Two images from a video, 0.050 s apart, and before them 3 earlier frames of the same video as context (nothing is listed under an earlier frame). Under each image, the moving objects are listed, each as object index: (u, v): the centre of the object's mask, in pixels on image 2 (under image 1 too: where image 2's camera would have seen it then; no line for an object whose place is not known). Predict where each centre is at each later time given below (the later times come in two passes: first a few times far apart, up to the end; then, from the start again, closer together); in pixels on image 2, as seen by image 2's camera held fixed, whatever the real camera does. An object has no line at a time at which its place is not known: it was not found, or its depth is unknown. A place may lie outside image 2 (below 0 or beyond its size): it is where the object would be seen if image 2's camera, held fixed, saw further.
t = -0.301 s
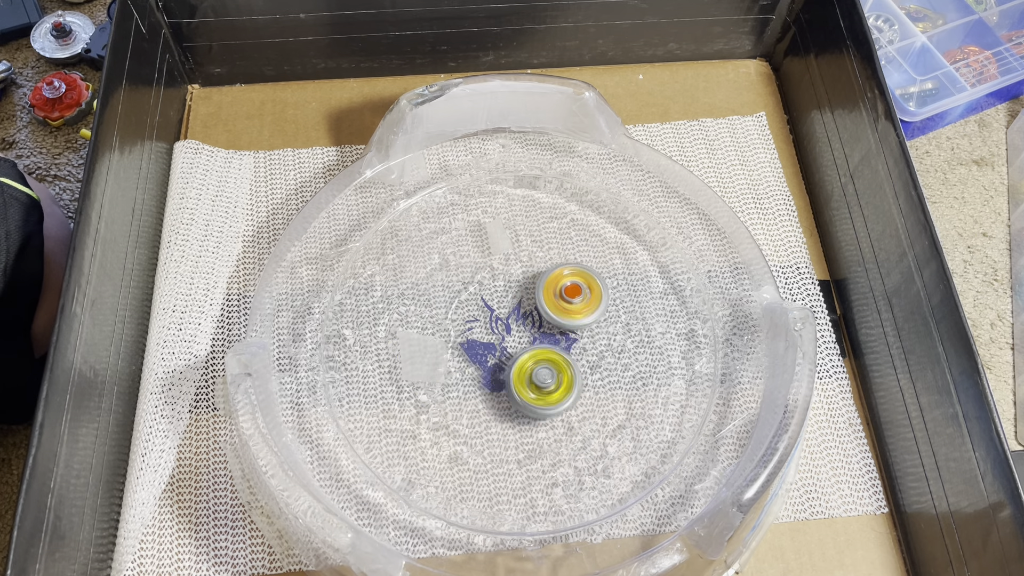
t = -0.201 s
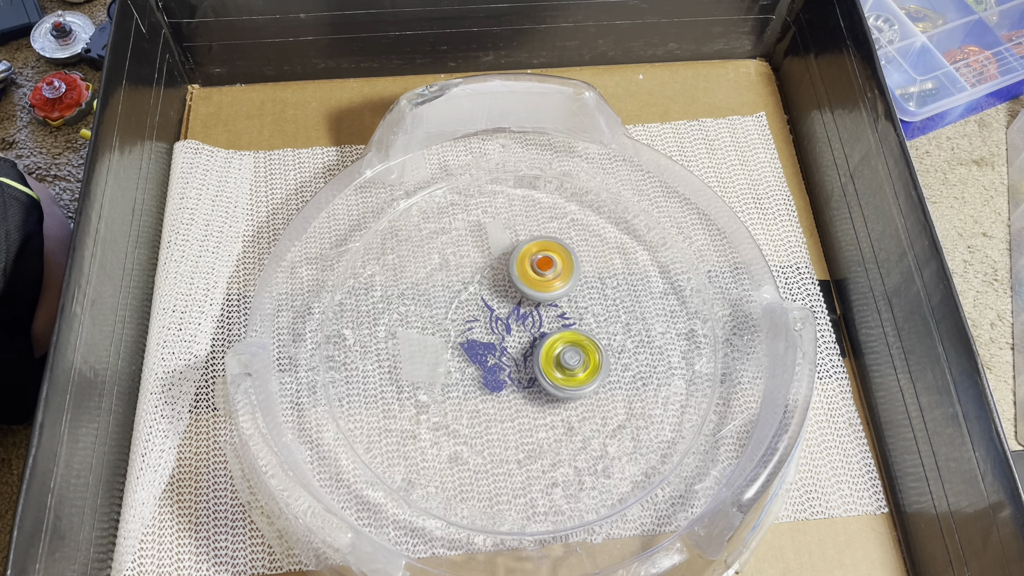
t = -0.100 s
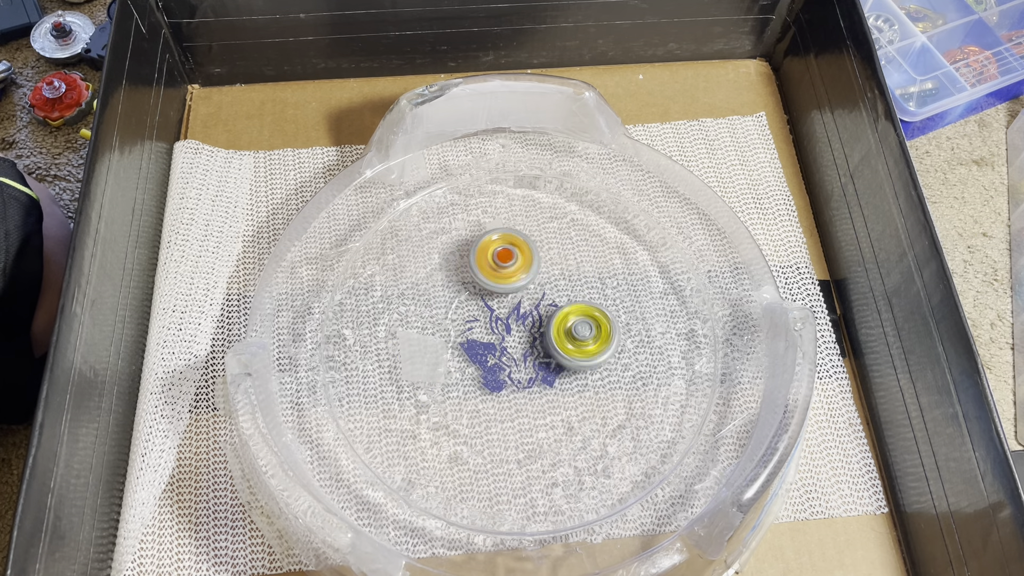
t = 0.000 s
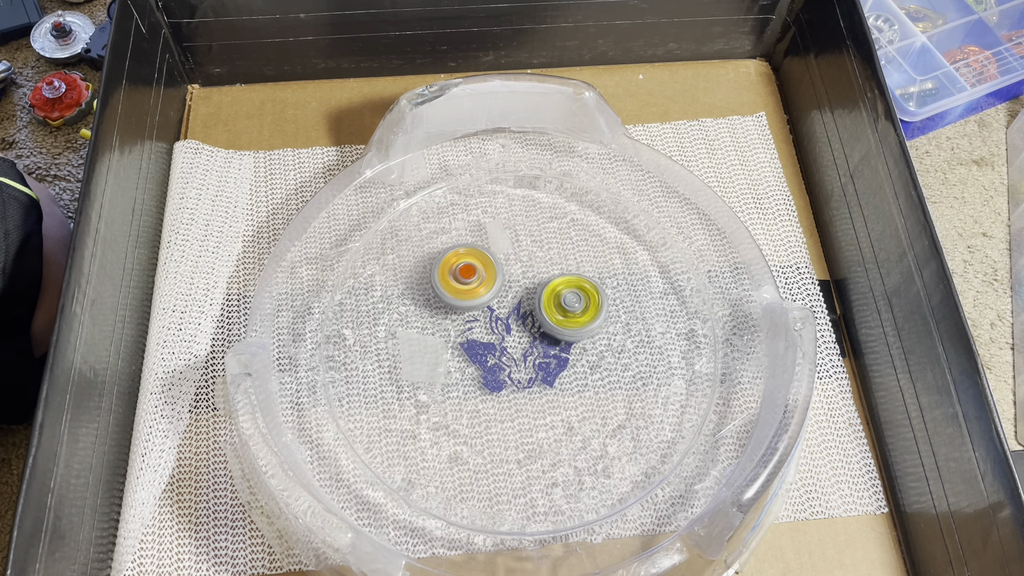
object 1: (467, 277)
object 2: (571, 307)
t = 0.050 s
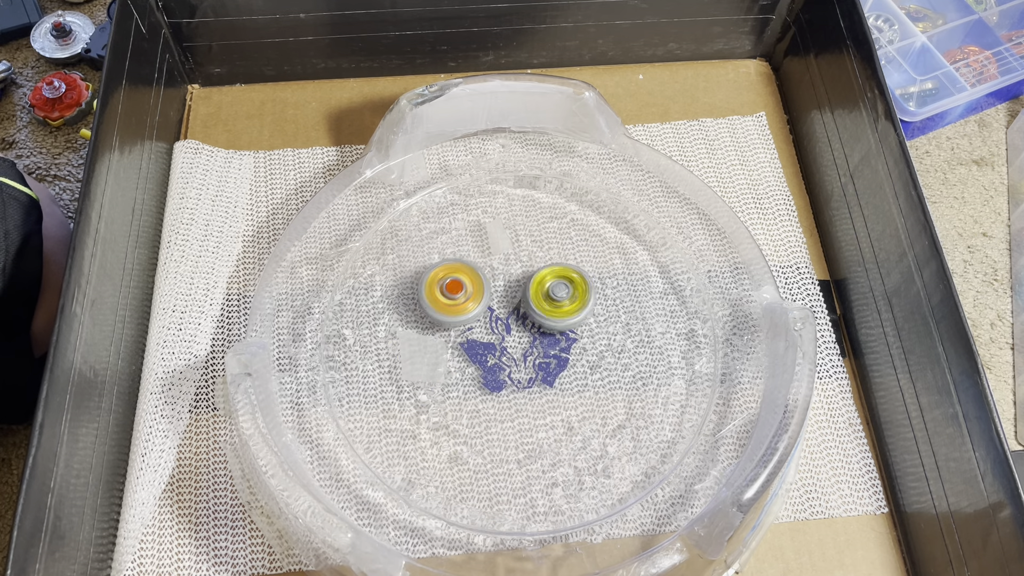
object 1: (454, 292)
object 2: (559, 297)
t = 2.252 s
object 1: (612, 359)
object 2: (500, 338)
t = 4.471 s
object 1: (427, 354)
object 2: (548, 321)
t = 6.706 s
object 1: (621, 322)
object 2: (521, 305)
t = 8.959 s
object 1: (429, 298)
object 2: (533, 352)
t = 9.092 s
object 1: (460, 336)
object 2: (537, 330)
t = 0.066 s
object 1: (451, 298)
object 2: (555, 294)
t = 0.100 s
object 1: (446, 312)
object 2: (544, 291)
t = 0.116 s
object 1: (446, 318)
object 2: (538, 289)
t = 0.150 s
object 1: (445, 332)
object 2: (527, 289)
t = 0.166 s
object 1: (446, 339)
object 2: (521, 290)
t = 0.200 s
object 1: (451, 352)
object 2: (511, 292)
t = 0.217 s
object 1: (454, 358)
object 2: (505, 294)
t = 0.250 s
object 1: (462, 370)
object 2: (495, 300)
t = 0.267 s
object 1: (467, 375)
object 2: (491, 303)
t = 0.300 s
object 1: (479, 385)
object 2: (483, 311)
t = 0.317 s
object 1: (485, 389)
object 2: (479, 315)
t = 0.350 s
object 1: (498, 395)
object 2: (472, 324)
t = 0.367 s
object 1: (506, 397)
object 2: (469, 328)
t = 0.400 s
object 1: (521, 400)
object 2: (467, 338)
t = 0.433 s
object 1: (535, 400)
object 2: (466, 349)
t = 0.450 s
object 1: (542, 399)
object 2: (466, 354)
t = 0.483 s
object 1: (557, 396)
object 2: (467, 365)
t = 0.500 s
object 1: (564, 394)
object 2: (470, 369)
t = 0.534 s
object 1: (576, 387)
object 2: (474, 378)
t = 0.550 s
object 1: (582, 383)
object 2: (477, 383)
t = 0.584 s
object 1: (591, 373)
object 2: (484, 391)
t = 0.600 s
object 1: (596, 367)
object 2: (488, 395)
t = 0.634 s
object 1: (601, 356)
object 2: (498, 401)
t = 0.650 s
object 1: (603, 349)
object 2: (503, 403)
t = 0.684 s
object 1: (604, 337)
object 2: (515, 405)
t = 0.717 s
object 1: (602, 325)
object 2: (526, 405)
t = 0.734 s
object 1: (600, 318)
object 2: (532, 404)
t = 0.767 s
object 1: (594, 307)
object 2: (542, 401)
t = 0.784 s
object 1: (590, 302)
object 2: (548, 398)
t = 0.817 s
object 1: (580, 292)
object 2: (557, 391)
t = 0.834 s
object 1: (574, 288)
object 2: (560, 386)
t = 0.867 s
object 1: (562, 281)
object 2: (566, 377)
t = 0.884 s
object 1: (555, 279)
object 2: (568, 373)
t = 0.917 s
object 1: (542, 277)
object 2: (570, 363)
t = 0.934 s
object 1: (535, 276)
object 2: (570, 357)
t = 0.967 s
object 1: (520, 278)
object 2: (569, 347)
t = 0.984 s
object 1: (513, 280)
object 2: (567, 342)
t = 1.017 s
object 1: (500, 284)
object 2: (563, 333)
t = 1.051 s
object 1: (488, 291)
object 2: (557, 323)
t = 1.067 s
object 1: (482, 295)
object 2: (553, 319)
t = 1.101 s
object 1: (461, 299)
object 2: (555, 316)
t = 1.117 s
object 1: (452, 302)
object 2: (554, 314)
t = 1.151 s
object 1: (438, 309)
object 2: (551, 308)
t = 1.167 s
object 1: (433, 314)
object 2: (548, 305)
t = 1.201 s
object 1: (425, 325)
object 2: (541, 300)
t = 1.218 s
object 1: (422, 331)
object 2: (536, 299)
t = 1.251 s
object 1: (417, 344)
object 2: (527, 298)
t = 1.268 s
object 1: (416, 350)
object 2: (521, 299)
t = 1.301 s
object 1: (414, 364)
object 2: (512, 302)
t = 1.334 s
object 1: (415, 377)
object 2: (504, 307)
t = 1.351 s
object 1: (417, 384)
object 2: (501, 311)
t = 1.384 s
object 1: (422, 397)
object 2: (494, 317)
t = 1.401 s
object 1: (425, 403)
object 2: (492, 322)
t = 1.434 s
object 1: (434, 414)
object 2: (488, 331)
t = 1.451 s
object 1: (439, 420)
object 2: (488, 335)
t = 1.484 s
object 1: (451, 429)
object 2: (487, 345)
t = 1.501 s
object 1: (458, 432)
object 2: (488, 349)
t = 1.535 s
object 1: (472, 438)
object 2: (491, 358)
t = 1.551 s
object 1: (480, 440)
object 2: (493, 362)
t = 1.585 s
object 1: (496, 442)
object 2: (498, 369)
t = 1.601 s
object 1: (504, 442)
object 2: (503, 372)
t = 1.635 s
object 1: (516, 462)
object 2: (511, 369)
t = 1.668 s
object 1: (526, 483)
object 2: (521, 363)
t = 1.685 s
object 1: (531, 490)
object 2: (525, 361)
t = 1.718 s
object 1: (541, 501)
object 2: (533, 359)
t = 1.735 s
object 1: (547, 504)
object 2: (538, 359)
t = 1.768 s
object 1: (559, 509)
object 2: (545, 356)
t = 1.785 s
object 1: (566, 511)
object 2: (549, 355)
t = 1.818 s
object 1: (580, 511)
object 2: (557, 351)
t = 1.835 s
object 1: (585, 507)
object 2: (559, 349)
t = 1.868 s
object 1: (596, 498)
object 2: (564, 342)
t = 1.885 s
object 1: (601, 494)
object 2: (564, 339)
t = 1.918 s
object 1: (610, 485)
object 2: (565, 333)
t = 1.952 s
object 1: (620, 476)
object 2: (563, 326)
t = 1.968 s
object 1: (624, 471)
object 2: (561, 323)
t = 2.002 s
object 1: (632, 460)
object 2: (555, 318)
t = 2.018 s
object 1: (636, 454)
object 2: (552, 315)
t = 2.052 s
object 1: (640, 440)
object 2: (543, 314)
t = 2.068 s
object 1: (641, 433)
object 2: (540, 313)
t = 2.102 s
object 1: (641, 419)
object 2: (530, 314)
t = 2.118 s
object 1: (641, 412)
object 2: (526, 315)
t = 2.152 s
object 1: (637, 397)
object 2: (518, 319)
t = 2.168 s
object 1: (634, 390)
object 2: (514, 322)
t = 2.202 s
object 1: (626, 377)
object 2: (507, 328)
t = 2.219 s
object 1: (622, 371)
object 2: (505, 331)
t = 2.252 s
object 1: (612, 359)
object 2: (500, 338)
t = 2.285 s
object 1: (600, 348)
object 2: (496, 345)
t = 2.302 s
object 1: (594, 344)
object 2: (497, 350)
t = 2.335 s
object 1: (581, 335)
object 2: (496, 358)
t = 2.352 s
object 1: (575, 331)
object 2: (497, 362)
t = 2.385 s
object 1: (561, 324)
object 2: (498, 369)
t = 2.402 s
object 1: (554, 320)
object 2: (500, 374)
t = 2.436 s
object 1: (541, 315)
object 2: (504, 380)
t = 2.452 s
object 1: (534, 312)
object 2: (507, 383)
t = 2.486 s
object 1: (520, 307)
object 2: (514, 388)
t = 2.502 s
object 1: (513, 305)
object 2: (516, 389)
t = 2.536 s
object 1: (499, 302)
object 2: (525, 391)
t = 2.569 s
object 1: (485, 300)
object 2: (534, 390)
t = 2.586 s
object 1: (478, 300)
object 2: (537, 388)
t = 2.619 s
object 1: (464, 299)
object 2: (545, 383)
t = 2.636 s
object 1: (457, 299)
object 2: (546, 379)
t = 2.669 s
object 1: (444, 300)
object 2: (550, 372)
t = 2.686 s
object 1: (437, 301)
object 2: (550, 368)
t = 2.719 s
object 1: (425, 304)
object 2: (549, 360)
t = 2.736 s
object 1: (418, 305)
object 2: (548, 356)
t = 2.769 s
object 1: (406, 310)
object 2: (544, 348)
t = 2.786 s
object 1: (400, 313)
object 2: (542, 345)
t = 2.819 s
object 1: (389, 320)
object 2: (536, 338)
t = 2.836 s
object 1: (385, 323)
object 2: (533, 336)
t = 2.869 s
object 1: (377, 332)
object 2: (526, 331)
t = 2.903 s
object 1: (371, 341)
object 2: (517, 327)
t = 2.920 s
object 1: (368, 347)
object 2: (513, 325)
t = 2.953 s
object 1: (366, 358)
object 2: (504, 324)
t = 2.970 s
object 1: (366, 364)
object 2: (500, 324)
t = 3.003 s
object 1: (369, 376)
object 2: (491, 324)
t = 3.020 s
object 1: (372, 382)
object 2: (487, 325)
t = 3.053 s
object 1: (381, 392)
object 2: (479, 327)
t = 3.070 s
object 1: (386, 397)
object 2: (475, 328)
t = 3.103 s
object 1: (407, 408)
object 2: (466, 334)
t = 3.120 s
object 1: (415, 410)
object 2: (464, 338)
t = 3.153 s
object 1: (431, 412)
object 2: (461, 345)
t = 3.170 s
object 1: (438, 415)
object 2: (463, 346)
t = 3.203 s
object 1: (451, 424)
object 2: (465, 349)
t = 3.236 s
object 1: (466, 427)
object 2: (469, 354)
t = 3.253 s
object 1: (473, 428)
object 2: (471, 356)
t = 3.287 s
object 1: (488, 429)
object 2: (477, 358)
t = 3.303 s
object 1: (498, 433)
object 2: (481, 357)
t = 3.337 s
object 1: (514, 439)
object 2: (489, 354)
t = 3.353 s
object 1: (522, 440)
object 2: (492, 353)
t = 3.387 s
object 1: (537, 438)
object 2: (500, 350)
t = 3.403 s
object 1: (545, 437)
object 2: (503, 348)
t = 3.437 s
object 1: (559, 431)
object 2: (510, 343)
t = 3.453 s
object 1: (565, 429)
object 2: (513, 340)
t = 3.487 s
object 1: (578, 421)
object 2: (519, 335)
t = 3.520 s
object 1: (590, 412)
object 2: (522, 328)
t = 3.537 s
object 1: (594, 406)
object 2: (524, 325)
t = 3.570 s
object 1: (603, 395)
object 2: (526, 318)
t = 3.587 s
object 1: (606, 389)
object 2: (526, 314)
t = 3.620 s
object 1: (612, 377)
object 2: (525, 308)
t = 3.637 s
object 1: (614, 370)
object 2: (524, 305)
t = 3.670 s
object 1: (616, 358)
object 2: (521, 298)
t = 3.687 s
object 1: (617, 351)
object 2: (519, 296)
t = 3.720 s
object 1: (616, 339)
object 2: (514, 293)
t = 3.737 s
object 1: (615, 332)
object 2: (512, 292)
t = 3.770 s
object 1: (612, 320)
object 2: (505, 293)
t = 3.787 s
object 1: (609, 314)
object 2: (503, 294)
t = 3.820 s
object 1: (603, 302)
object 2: (498, 298)
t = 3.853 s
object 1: (595, 292)
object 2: (495, 306)
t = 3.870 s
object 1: (590, 287)
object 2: (495, 309)
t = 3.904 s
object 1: (581, 279)
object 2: (496, 316)
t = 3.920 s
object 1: (575, 275)
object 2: (497, 320)
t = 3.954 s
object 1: (564, 268)
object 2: (499, 327)
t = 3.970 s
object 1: (558, 265)
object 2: (502, 330)
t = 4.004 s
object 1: (546, 260)
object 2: (506, 336)
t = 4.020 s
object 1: (539, 258)
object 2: (510, 339)
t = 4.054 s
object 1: (526, 256)
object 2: (516, 343)
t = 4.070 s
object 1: (519, 256)
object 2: (521, 345)
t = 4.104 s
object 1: (505, 257)
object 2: (528, 348)
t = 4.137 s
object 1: (493, 259)
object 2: (536, 350)
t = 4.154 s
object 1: (487, 261)
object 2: (539, 349)
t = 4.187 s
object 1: (474, 266)
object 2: (547, 349)
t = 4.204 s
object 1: (468, 269)
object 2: (550, 348)
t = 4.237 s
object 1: (458, 276)
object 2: (557, 346)
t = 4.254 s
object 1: (453, 280)
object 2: (559, 344)
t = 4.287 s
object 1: (444, 289)
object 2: (563, 341)
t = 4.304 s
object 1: (440, 294)
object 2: (565, 338)
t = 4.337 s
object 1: (434, 305)
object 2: (566, 334)
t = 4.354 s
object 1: (431, 311)
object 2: (566, 331)
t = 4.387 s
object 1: (427, 323)
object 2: (563, 326)
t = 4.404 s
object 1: (426, 329)
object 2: (561, 325)
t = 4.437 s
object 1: (426, 342)
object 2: (555, 322)
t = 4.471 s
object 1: (427, 354)
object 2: (548, 321)
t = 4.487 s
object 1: (430, 361)
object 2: (544, 322)
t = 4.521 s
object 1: (435, 373)
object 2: (537, 323)
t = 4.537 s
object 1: (438, 379)
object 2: (533, 325)
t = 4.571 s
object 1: (445, 390)
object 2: (526, 329)
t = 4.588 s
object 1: (450, 394)
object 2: (523, 331)
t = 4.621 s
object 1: (461, 403)
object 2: (518, 337)
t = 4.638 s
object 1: (466, 407)
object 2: (515, 339)
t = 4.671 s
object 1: (479, 413)
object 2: (512, 345)
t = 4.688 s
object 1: (485, 415)
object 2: (510, 348)
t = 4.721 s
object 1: (495, 427)
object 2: (510, 352)
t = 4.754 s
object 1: (505, 442)
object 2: (512, 356)
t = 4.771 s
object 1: (509, 445)
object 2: (513, 358)
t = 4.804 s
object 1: (520, 449)
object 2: (514, 364)
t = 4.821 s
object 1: (527, 450)
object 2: (515, 366)
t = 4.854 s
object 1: (540, 452)
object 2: (519, 371)
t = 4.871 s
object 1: (547, 452)
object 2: (520, 372)
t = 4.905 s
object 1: (560, 451)
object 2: (526, 375)
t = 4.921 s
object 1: (567, 450)
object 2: (528, 376)
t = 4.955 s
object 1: (580, 446)
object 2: (534, 376)
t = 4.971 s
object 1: (586, 443)
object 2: (535, 374)
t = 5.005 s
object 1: (598, 436)
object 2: (539, 372)
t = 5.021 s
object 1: (603, 431)
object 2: (540, 370)
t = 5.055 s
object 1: (611, 421)
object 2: (541, 366)
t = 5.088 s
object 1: (617, 409)
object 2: (540, 362)
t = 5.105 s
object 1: (619, 403)
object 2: (540, 359)
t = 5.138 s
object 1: (620, 390)
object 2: (536, 354)
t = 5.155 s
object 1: (620, 383)
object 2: (535, 352)
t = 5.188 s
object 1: (618, 371)
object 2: (529, 348)
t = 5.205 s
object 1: (616, 364)
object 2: (526, 346)
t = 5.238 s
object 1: (611, 352)
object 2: (520, 343)
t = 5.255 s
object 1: (607, 347)
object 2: (516, 343)
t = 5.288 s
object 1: (599, 336)
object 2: (510, 342)
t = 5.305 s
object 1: (595, 331)
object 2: (506, 342)
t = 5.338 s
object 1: (585, 322)
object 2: (499, 343)
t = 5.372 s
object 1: (574, 314)
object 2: (494, 345)
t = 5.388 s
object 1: (568, 310)
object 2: (491, 347)
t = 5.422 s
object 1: (557, 303)
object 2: (487, 351)
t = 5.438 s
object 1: (551, 300)
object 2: (485, 353)
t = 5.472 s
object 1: (539, 295)
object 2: (483, 358)
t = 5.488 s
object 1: (532, 294)
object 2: (483, 360)
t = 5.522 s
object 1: (519, 291)
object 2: (486, 365)
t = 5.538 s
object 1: (513, 289)
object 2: (486, 366)
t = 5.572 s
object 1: (500, 288)
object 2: (491, 369)
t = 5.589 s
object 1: (493, 288)
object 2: (493, 369)
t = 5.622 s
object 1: (481, 288)
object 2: (499, 369)
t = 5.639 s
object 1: (474, 289)
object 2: (501, 368)
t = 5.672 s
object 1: (462, 291)
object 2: (507, 367)
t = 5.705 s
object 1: (450, 295)
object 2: (511, 362)
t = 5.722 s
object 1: (445, 298)
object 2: (513, 360)
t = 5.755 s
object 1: (434, 303)
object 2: (515, 355)
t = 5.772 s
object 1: (429, 306)
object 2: (516, 352)
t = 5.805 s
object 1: (420, 314)
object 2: (516, 345)
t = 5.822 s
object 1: (416, 318)
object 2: (516, 342)
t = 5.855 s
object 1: (409, 327)
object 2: (515, 335)
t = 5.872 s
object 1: (407, 332)
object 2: (514, 333)
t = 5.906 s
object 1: (403, 343)
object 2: (510, 327)
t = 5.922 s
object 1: (402, 349)
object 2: (509, 325)
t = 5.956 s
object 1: (404, 360)
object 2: (504, 321)
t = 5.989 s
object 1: (407, 370)
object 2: (498, 319)
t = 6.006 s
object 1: (409, 377)
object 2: (494, 318)
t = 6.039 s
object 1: (416, 387)
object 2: (489, 319)
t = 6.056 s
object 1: (421, 392)
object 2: (487, 320)
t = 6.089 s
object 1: (432, 400)
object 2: (483, 322)
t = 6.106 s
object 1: (438, 403)
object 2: (481, 324)
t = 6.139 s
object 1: (451, 408)
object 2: (480, 327)
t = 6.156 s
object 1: (458, 409)
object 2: (479, 329)
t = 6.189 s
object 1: (473, 411)
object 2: (479, 332)
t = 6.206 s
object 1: (480, 410)
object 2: (481, 334)
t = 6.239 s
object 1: (494, 408)
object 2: (484, 337)
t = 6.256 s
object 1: (501, 409)
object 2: (487, 339)
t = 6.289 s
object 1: (516, 410)
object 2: (491, 341)
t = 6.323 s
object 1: (530, 408)
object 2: (496, 343)
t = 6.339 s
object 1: (536, 406)
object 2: (499, 343)
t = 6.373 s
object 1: (551, 404)
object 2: (505, 343)
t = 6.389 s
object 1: (559, 404)
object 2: (507, 341)
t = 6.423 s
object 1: (572, 400)
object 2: (513, 339)
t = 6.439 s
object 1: (577, 398)
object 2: (516, 337)
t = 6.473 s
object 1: (588, 392)
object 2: (522, 334)
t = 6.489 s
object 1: (593, 389)
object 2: (523, 332)
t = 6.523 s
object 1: (603, 380)
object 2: (528, 327)
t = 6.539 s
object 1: (607, 376)
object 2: (528, 325)
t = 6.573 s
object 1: (614, 366)
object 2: (530, 320)
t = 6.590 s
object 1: (617, 360)
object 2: (530, 317)
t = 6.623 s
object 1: (620, 350)
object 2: (529, 312)
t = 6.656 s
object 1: (622, 339)
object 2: (526, 308)
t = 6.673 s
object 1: (622, 333)
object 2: (525, 307)
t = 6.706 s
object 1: (621, 322)
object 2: (521, 305)
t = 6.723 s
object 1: (619, 316)
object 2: (519, 305)
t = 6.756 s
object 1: (614, 306)
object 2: (515, 307)
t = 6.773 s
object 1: (611, 301)
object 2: (514, 308)
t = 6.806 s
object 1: (603, 292)
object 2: (511, 312)
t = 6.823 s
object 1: (599, 288)
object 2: (510, 314)
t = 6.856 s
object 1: (589, 281)
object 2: (509, 319)
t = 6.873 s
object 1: (583, 279)
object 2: (508, 322)
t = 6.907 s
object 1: (571, 274)
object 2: (509, 328)
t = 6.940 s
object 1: (559, 271)
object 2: (510, 333)
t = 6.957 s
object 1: (552, 270)
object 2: (512, 337)
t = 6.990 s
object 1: (540, 271)
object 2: (515, 342)
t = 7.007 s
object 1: (533, 271)
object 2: (518, 344)
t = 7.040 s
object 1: (521, 274)
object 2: (522, 349)
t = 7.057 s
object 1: (514, 276)
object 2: (525, 350)
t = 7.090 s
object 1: (503, 281)
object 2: (531, 353)
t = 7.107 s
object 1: (497, 284)
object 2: (534, 353)
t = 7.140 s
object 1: (487, 290)
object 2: (539, 354)
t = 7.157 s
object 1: (482, 294)
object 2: (542, 353)
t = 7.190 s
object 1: (472, 303)
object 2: (548, 352)
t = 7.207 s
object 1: (469, 308)
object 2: (549, 351)
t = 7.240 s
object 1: (462, 317)
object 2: (552, 348)
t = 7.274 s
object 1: (456, 327)
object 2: (552, 345)
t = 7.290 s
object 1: (454, 332)
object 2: (552, 343)
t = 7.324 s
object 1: (450, 344)
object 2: (551, 341)
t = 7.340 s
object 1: (449, 350)
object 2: (550, 340)
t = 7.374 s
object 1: (448, 361)
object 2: (548, 337)
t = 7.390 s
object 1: (448, 367)
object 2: (546, 336)
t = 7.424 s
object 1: (449, 378)
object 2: (542, 335)
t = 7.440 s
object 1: (451, 383)
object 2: (539, 334)
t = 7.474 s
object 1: (455, 394)
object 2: (533, 334)
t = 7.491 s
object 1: (458, 399)
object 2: (529, 335)
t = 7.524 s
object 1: (465, 409)
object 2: (524, 337)
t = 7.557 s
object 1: (474, 417)
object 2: (518, 340)
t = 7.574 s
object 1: (478, 421)
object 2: (515, 341)
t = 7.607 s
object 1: (489, 426)
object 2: (511, 346)
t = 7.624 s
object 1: (495, 429)
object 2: (509, 348)
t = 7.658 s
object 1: (508, 432)
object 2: (506, 353)
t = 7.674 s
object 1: (515, 432)
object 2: (505, 355)
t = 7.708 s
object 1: (528, 431)
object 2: (504, 361)
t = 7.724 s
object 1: (534, 430)
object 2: (504, 363)
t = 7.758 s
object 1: (548, 432)
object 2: (503, 364)
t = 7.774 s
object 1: (555, 430)
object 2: (503, 364)
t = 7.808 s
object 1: (567, 425)
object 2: (503, 364)
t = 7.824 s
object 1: (572, 422)
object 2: (503, 364)
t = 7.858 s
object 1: (582, 414)
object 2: (504, 364)
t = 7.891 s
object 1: (589, 404)
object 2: (504, 363)
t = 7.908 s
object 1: (592, 399)
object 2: (505, 363)
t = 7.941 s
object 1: (596, 388)
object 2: (506, 362)
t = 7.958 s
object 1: (597, 382)
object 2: (506, 361)
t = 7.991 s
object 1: (598, 370)
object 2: (507, 359)
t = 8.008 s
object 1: (597, 364)
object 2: (507, 358)
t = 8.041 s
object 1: (594, 353)
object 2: (508, 355)
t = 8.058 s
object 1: (592, 347)
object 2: (508, 353)
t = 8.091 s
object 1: (586, 337)
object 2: (508, 350)
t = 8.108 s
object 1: (583, 332)
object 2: (508, 348)
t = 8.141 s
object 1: (579, 322)
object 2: (505, 344)
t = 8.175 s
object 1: (582, 311)
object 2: (500, 340)
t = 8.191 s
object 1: (582, 307)
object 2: (498, 339)
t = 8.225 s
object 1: (580, 299)
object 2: (497, 336)
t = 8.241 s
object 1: (578, 295)
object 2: (495, 335)
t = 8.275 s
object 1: (571, 286)
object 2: (492, 333)
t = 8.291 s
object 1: (567, 282)
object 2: (490, 332)
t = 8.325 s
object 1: (559, 275)
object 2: (488, 331)
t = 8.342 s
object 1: (555, 272)
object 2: (486, 331)
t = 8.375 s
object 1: (545, 266)
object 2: (484, 330)
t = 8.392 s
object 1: (540, 263)
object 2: (484, 330)
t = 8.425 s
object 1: (529, 260)
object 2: (482, 329)
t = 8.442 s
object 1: (523, 259)
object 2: (483, 330)
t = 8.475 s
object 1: (512, 258)
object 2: (483, 330)
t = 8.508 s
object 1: (501, 259)
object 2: (483, 330)
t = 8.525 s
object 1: (495, 261)
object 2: (483, 331)
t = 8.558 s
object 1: (485, 260)
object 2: (483, 334)
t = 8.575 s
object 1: (482, 252)
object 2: (482, 340)
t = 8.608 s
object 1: (477, 241)
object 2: (482, 350)
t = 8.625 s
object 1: (474, 238)
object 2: (483, 353)
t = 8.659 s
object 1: (468, 234)
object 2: (487, 358)
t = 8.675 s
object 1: (465, 234)
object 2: (488, 360)
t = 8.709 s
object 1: (458, 236)
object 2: (493, 364)
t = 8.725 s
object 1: (453, 237)
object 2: (497, 365)
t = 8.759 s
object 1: (445, 240)
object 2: (502, 366)
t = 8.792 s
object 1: (437, 246)
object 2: (508, 367)
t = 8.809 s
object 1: (434, 250)
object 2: (511, 366)
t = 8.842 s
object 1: (428, 259)
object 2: (518, 365)
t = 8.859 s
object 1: (426, 264)
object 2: (520, 364)
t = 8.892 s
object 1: (425, 274)
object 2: (526, 360)
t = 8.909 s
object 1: (425, 280)
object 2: (528, 359)
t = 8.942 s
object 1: (427, 292)
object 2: (532, 354)
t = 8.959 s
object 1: (429, 298)
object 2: (533, 352)
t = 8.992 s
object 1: (435, 308)
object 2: (536, 347)
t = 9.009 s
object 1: (438, 314)
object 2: (537, 344)
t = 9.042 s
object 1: (446, 323)
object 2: (538, 339)
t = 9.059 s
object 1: (450, 328)
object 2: (537, 336)
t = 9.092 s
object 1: (460, 336)
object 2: (537, 330)
